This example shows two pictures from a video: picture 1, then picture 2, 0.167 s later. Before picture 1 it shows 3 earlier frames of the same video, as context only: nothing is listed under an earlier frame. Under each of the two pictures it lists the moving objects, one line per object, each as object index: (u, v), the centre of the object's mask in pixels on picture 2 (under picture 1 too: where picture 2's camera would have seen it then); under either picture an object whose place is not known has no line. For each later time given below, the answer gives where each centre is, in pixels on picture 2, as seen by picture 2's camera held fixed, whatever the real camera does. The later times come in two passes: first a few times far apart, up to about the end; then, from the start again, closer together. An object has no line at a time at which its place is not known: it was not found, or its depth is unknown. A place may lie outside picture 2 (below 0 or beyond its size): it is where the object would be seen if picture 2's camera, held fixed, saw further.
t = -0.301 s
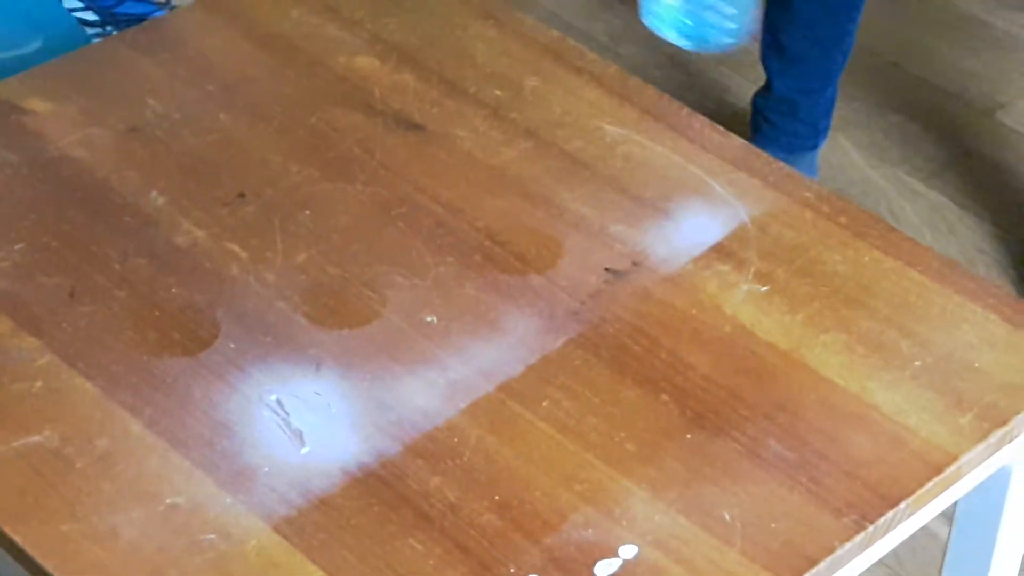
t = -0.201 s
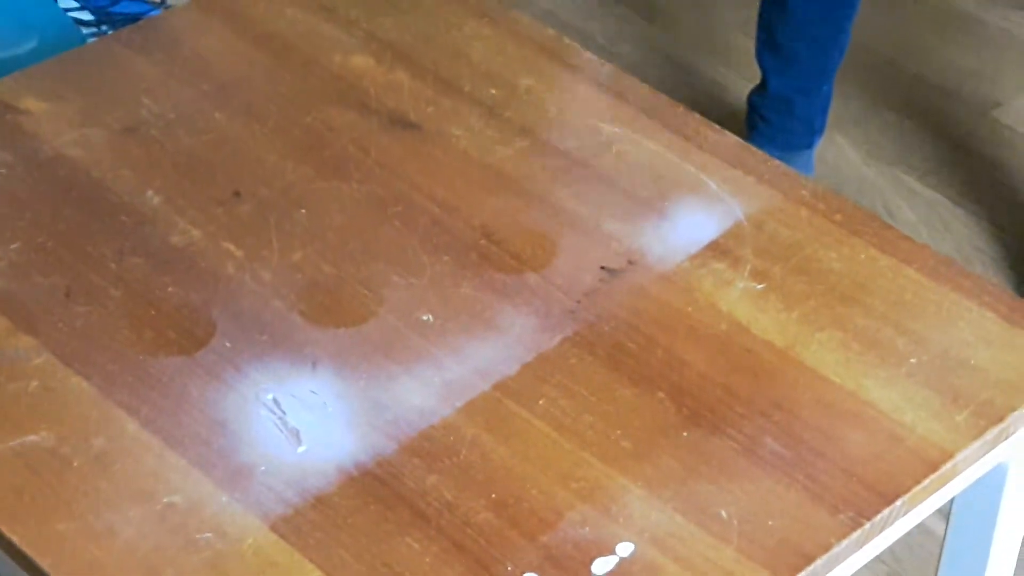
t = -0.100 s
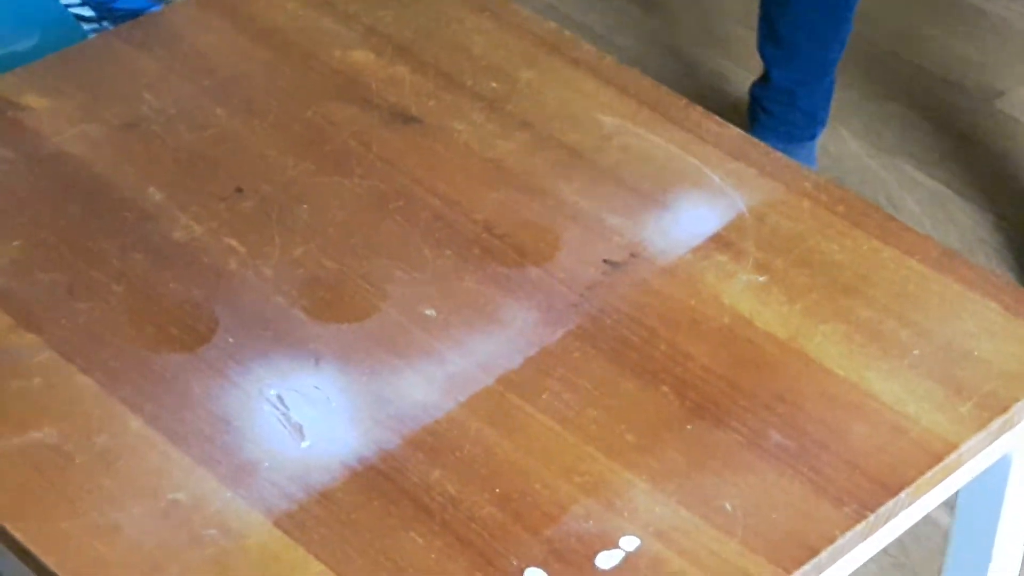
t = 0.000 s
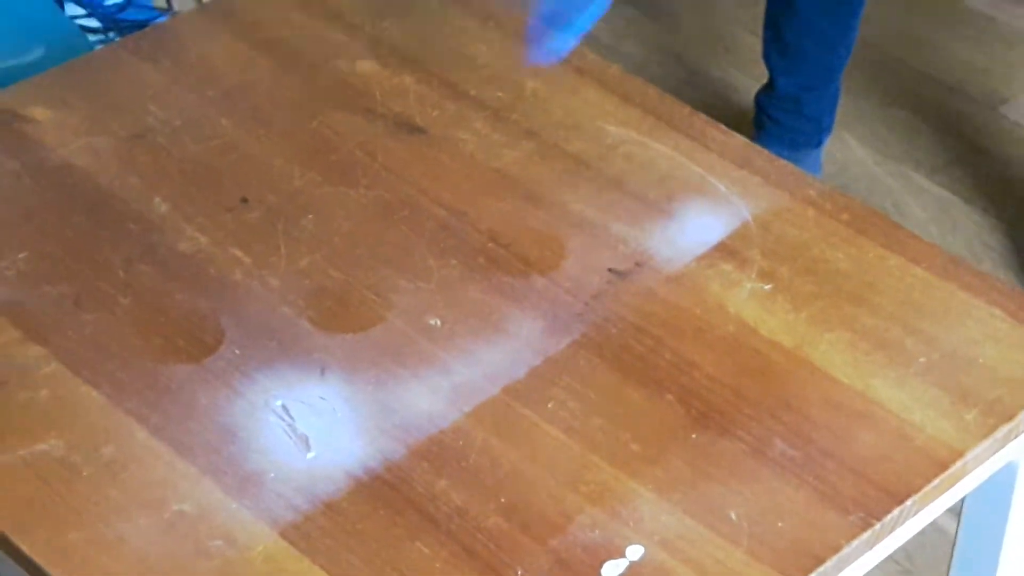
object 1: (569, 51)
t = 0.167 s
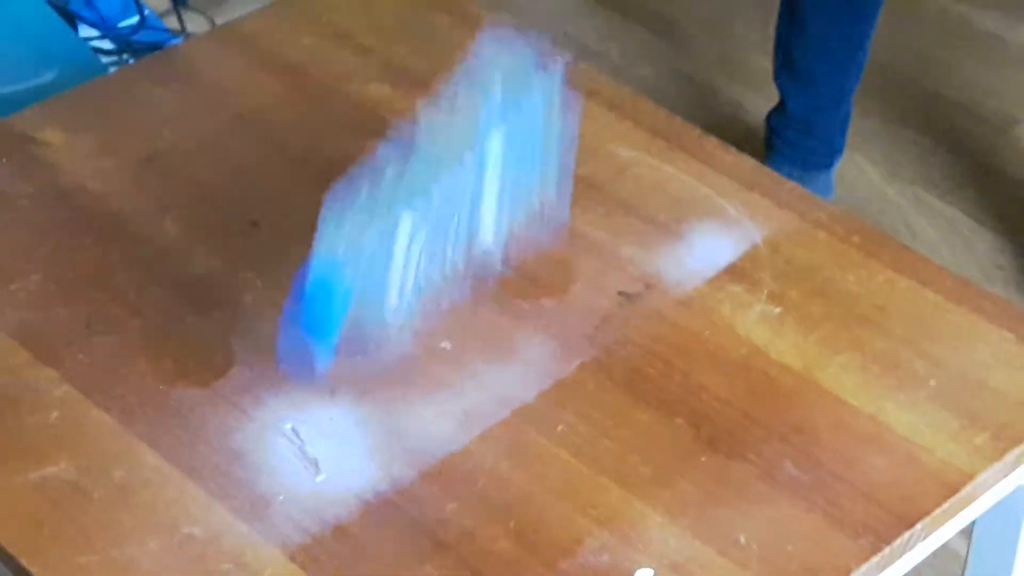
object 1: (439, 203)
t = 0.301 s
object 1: (391, 364)
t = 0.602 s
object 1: (398, 433)
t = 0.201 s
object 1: (421, 314)
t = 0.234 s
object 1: (417, 318)
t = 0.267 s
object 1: (399, 346)
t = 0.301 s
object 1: (391, 364)
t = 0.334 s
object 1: (382, 379)
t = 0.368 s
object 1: (378, 394)
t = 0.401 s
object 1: (379, 405)
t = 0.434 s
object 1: (387, 413)
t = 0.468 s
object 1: (395, 417)
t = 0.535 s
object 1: (395, 418)
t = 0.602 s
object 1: (398, 433)
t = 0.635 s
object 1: (400, 437)
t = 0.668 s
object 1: (401, 442)
